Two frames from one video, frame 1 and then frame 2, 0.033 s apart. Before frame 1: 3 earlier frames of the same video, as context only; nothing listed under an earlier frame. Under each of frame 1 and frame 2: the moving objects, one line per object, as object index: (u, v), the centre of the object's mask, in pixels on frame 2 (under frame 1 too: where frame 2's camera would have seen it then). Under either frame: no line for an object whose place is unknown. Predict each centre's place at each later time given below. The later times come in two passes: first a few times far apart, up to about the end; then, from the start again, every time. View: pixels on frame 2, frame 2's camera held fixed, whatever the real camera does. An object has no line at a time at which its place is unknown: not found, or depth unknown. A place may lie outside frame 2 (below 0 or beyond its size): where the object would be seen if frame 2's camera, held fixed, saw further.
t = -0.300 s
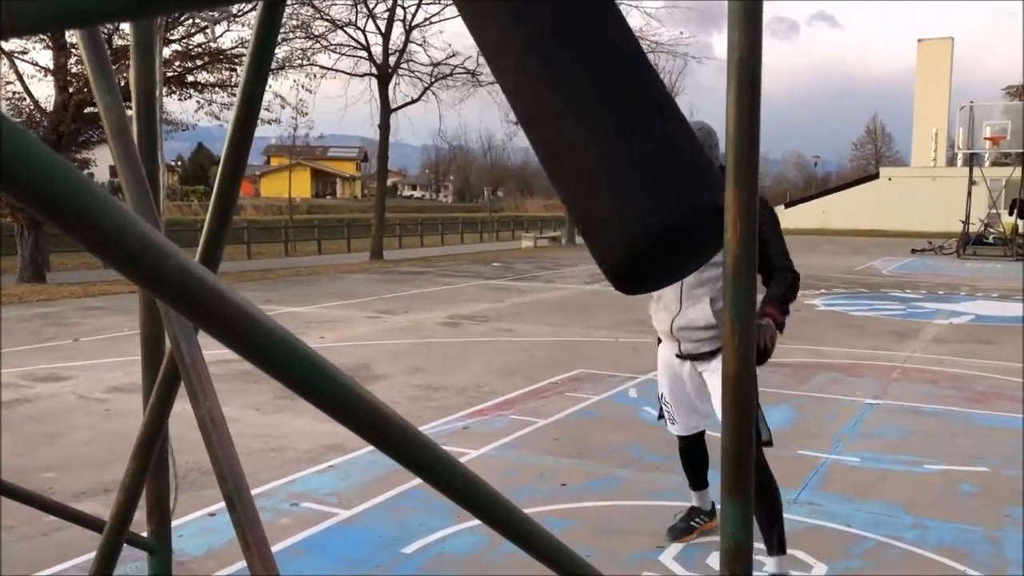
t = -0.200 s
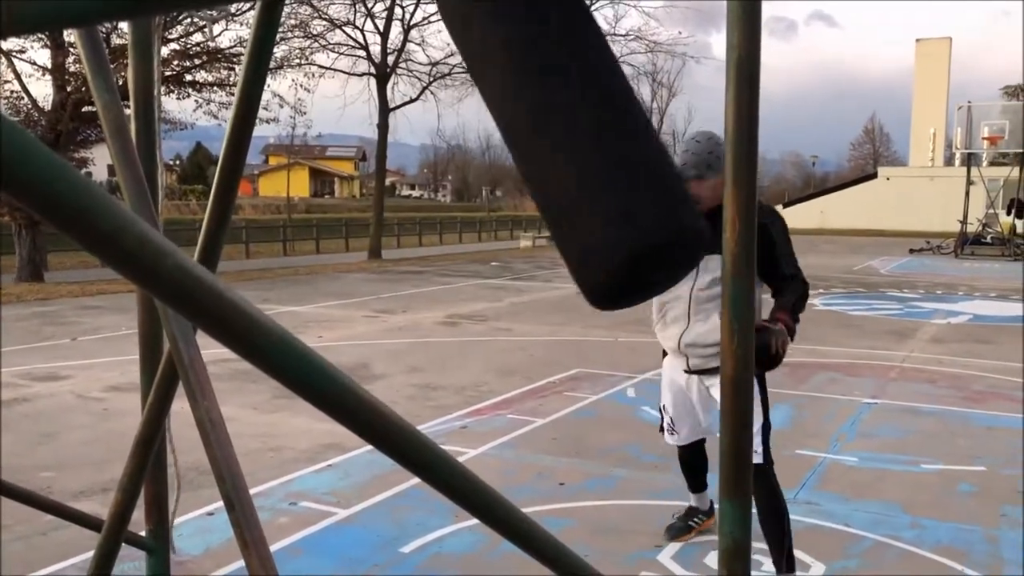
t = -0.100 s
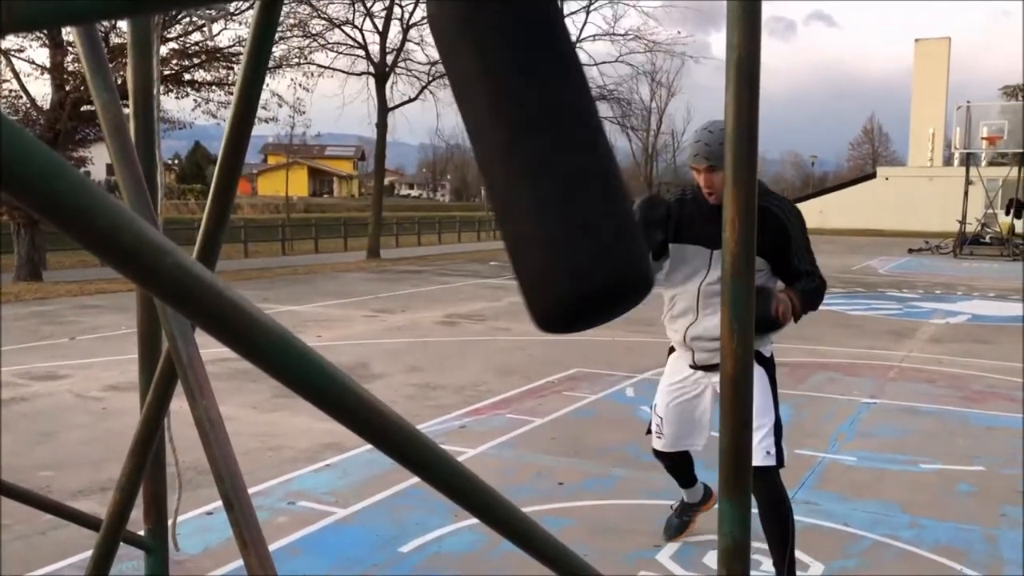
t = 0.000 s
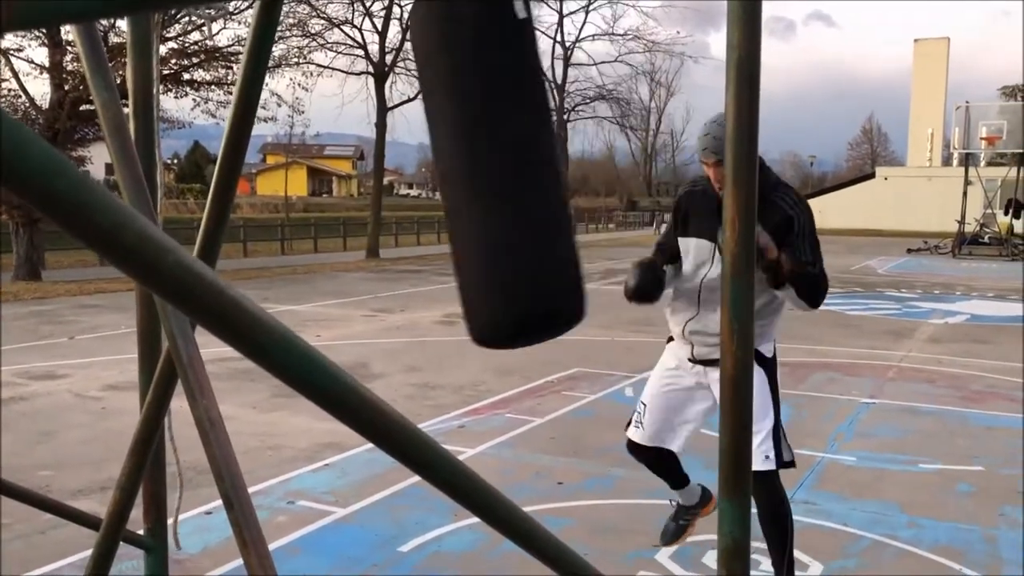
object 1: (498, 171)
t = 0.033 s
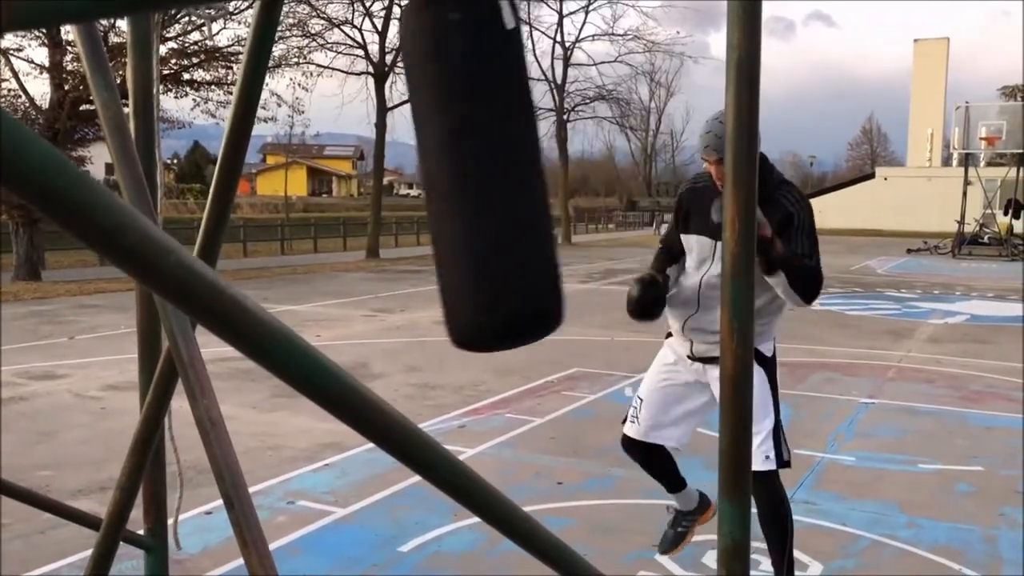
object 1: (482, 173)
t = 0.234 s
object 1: (379, 178)
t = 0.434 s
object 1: (296, 152)
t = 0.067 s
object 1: (465, 174)
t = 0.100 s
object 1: (447, 176)
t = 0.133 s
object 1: (430, 178)
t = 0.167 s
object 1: (412, 179)
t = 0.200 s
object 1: (395, 179)
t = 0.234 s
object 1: (379, 178)
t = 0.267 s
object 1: (363, 177)
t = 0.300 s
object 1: (348, 171)
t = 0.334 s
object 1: (333, 169)
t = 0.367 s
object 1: (319, 162)
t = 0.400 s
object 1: (307, 157)
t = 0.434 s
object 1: (296, 152)
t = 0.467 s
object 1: (292, 147)
